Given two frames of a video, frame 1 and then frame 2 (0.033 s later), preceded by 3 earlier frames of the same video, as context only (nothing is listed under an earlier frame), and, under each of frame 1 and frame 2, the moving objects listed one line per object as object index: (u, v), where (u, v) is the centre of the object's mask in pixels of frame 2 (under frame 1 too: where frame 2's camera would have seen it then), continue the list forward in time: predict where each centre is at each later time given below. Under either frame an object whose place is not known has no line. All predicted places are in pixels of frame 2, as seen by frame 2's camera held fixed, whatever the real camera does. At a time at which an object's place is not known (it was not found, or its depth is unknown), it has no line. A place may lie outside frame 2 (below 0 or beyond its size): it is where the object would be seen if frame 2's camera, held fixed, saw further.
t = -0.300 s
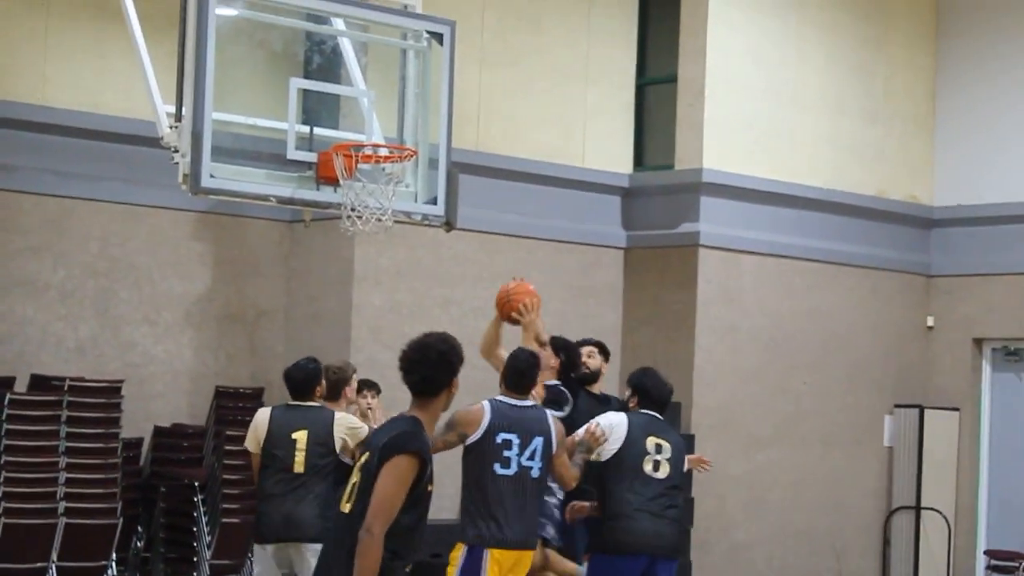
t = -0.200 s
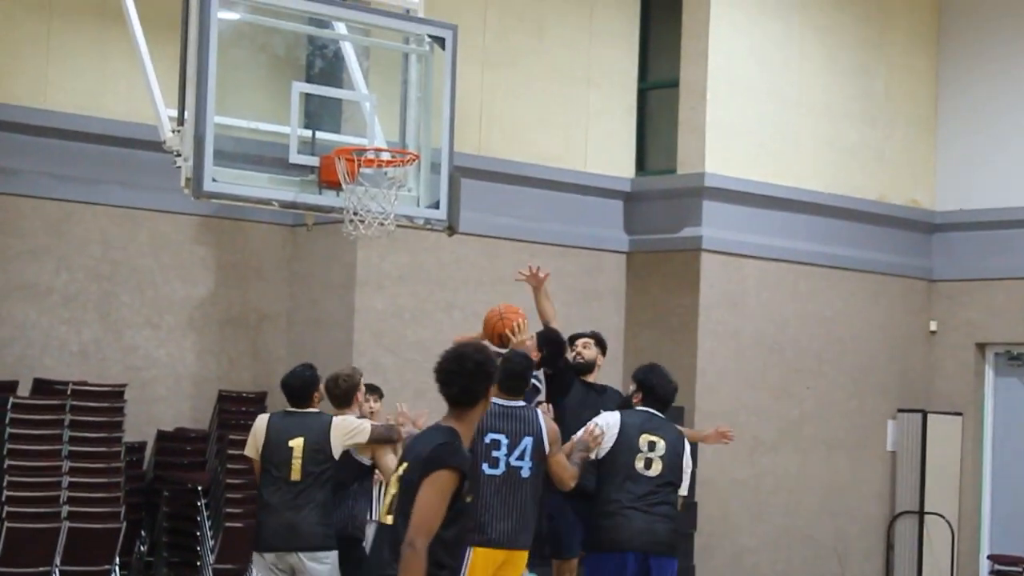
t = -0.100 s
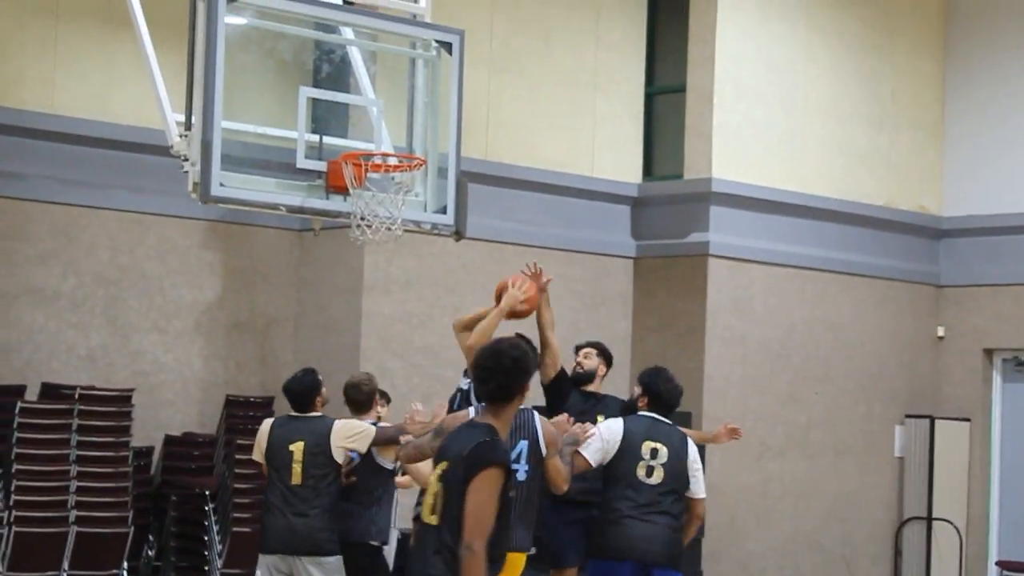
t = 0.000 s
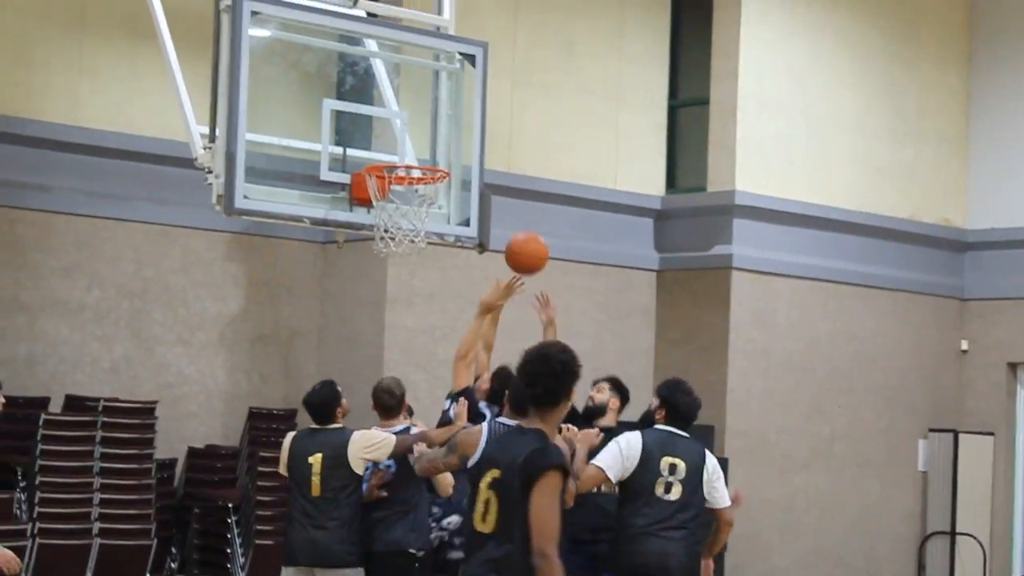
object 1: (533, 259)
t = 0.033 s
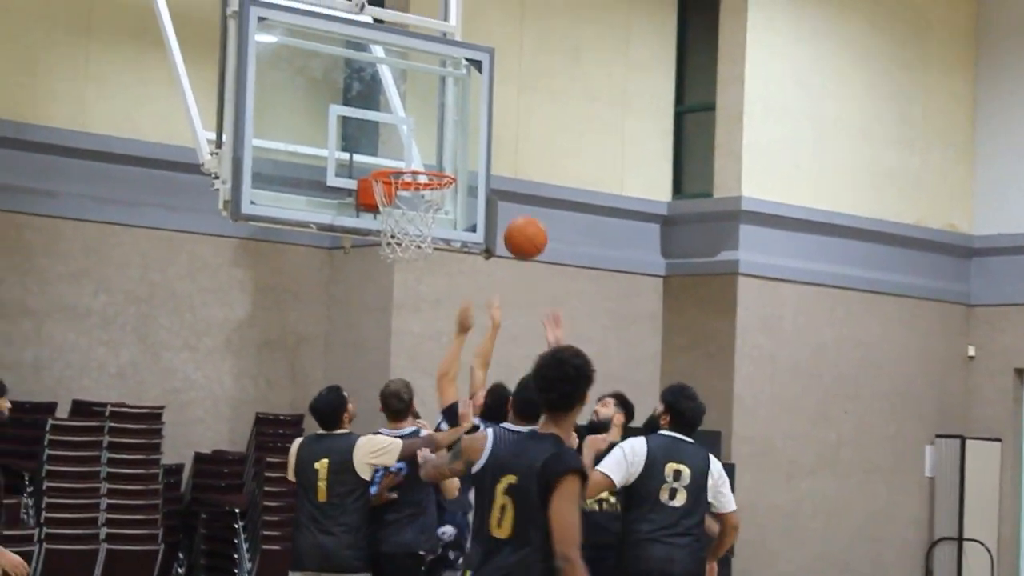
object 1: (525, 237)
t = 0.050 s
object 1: (521, 228)
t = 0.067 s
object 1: (518, 218)
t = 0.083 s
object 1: (514, 209)
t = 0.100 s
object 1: (509, 201)
